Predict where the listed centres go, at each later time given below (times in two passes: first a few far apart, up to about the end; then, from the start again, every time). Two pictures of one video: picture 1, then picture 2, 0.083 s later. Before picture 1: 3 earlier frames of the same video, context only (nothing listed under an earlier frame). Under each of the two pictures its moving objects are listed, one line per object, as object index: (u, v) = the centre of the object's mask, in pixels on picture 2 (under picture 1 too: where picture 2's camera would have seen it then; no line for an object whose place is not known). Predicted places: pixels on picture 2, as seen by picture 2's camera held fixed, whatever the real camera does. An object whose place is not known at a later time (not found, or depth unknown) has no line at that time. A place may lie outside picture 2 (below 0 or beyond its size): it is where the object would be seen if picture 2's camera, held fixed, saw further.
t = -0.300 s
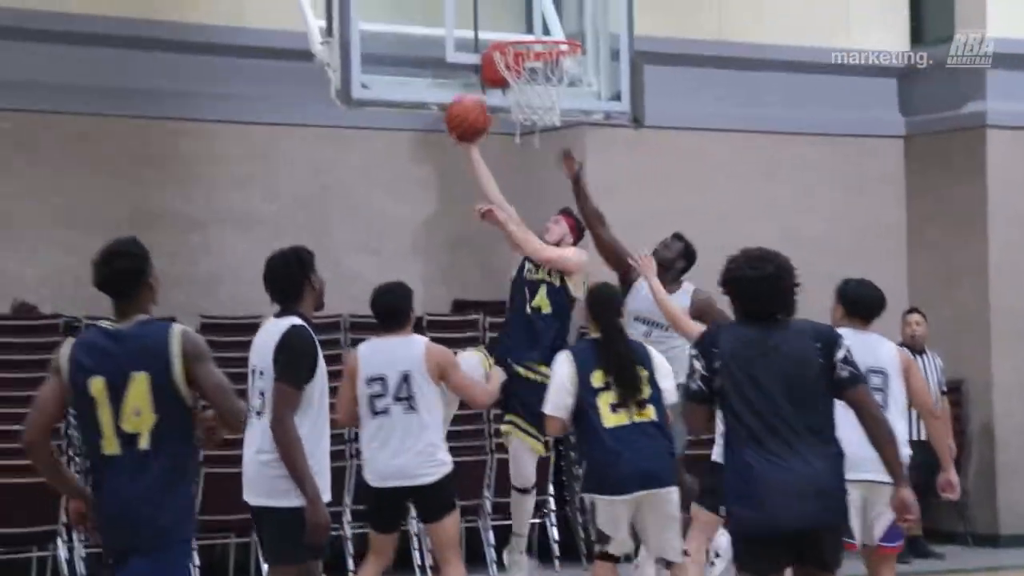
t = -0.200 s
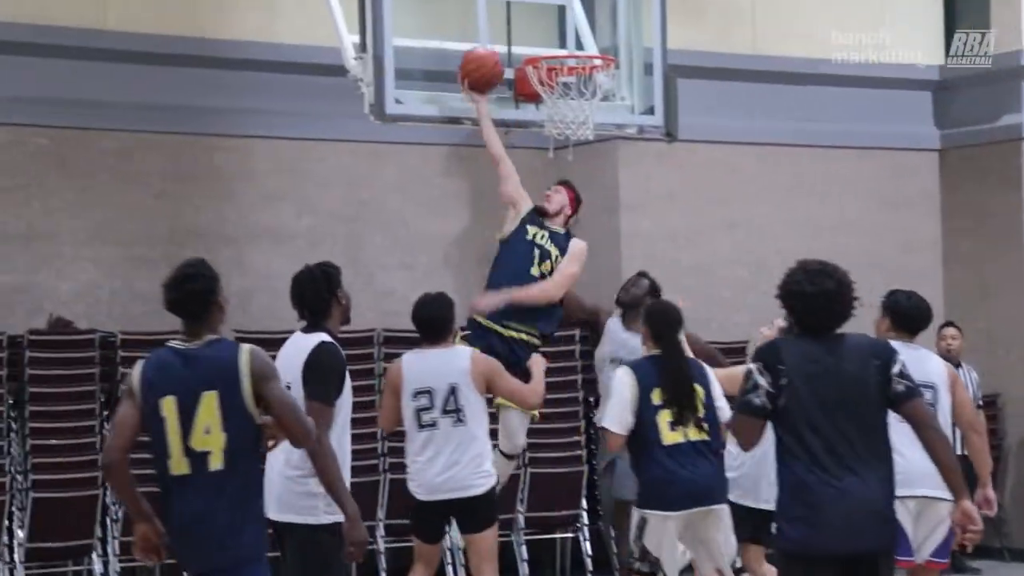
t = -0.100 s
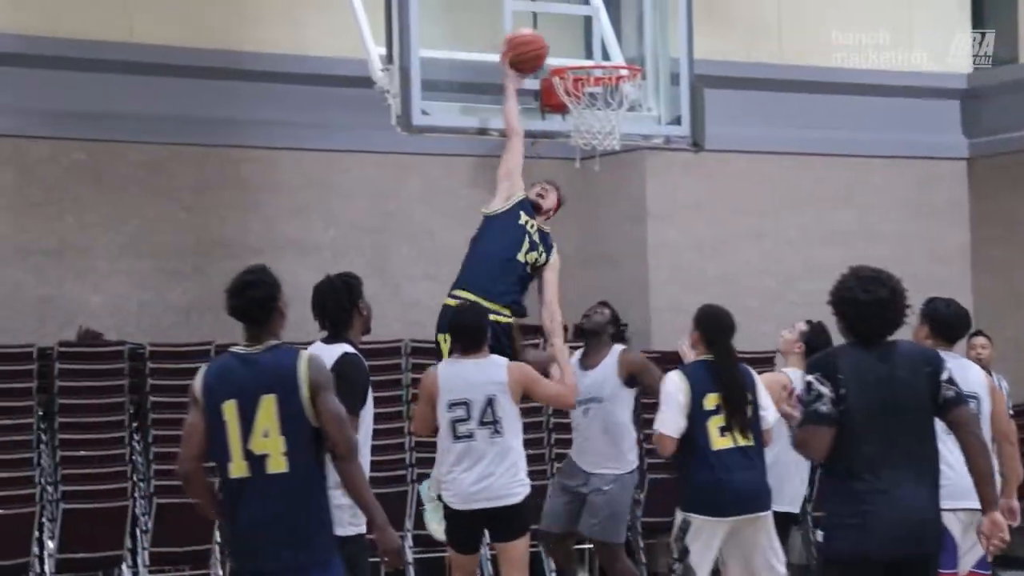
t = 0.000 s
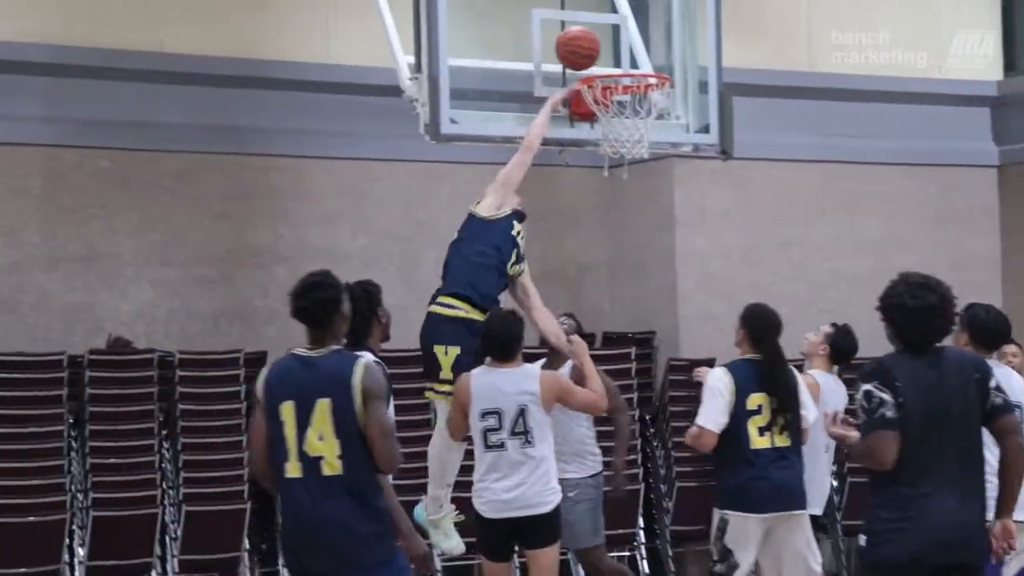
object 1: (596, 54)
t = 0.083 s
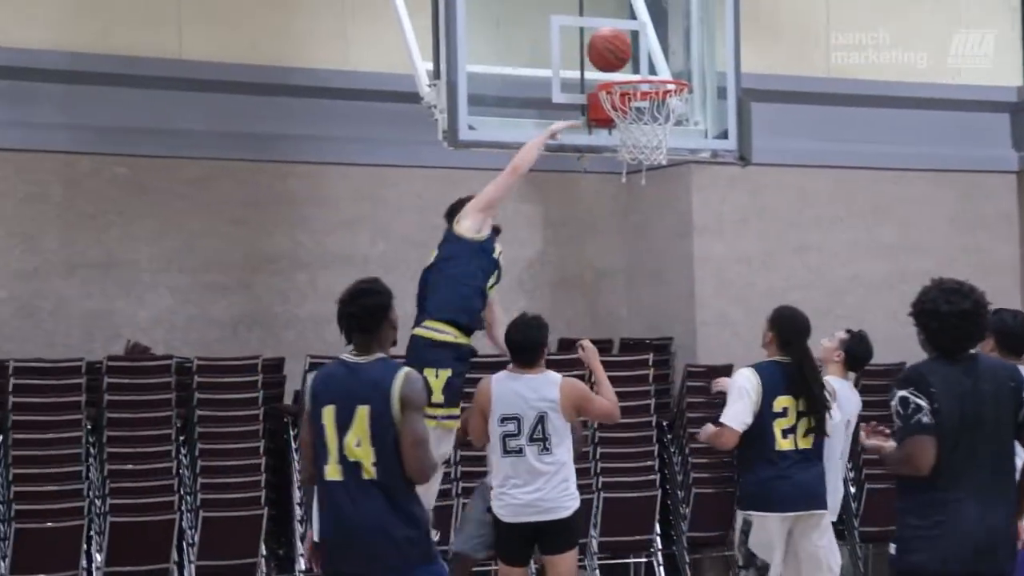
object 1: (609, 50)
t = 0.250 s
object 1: (636, 76)
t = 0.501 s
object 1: (654, 118)
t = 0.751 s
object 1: (623, 225)
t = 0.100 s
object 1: (612, 50)
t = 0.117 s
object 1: (614, 51)
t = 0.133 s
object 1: (617, 51)
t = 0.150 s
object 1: (620, 54)
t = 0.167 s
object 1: (622, 57)
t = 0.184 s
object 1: (625, 59)
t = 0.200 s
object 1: (627, 61)
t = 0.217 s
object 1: (629, 63)
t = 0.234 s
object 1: (633, 73)
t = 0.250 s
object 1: (636, 76)
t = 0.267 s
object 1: (638, 68)
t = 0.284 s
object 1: (643, 73)
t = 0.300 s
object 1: (645, 75)
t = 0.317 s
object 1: (649, 80)
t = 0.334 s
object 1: (653, 82)
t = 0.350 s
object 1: (655, 85)
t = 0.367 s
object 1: (659, 88)
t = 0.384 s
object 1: (661, 92)
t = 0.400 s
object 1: (665, 98)
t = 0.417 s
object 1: (664, 100)
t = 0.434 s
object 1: (663, 102)
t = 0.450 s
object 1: (660, 106)
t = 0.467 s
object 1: (658, 109)
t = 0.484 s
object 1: (656, 114)
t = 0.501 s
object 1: (654, 118)
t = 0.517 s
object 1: (652, 123)
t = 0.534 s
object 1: (650, 129)
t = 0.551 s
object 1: (647, 135)
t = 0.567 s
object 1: (645, 139)
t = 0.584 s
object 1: (643, 158)
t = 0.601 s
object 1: (640, 160)
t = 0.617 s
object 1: (638, 164)
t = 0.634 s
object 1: (636, 168)
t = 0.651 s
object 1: (634, 172)
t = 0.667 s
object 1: (632, 178)
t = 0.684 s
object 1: (630, 187)
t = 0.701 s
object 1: (628, 195)
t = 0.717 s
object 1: (627, 204)
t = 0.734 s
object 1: (625, 214)
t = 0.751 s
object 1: (623, 225)
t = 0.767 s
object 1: (620, 236)
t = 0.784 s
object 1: (618, 248)
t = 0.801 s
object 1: (616, 261)
